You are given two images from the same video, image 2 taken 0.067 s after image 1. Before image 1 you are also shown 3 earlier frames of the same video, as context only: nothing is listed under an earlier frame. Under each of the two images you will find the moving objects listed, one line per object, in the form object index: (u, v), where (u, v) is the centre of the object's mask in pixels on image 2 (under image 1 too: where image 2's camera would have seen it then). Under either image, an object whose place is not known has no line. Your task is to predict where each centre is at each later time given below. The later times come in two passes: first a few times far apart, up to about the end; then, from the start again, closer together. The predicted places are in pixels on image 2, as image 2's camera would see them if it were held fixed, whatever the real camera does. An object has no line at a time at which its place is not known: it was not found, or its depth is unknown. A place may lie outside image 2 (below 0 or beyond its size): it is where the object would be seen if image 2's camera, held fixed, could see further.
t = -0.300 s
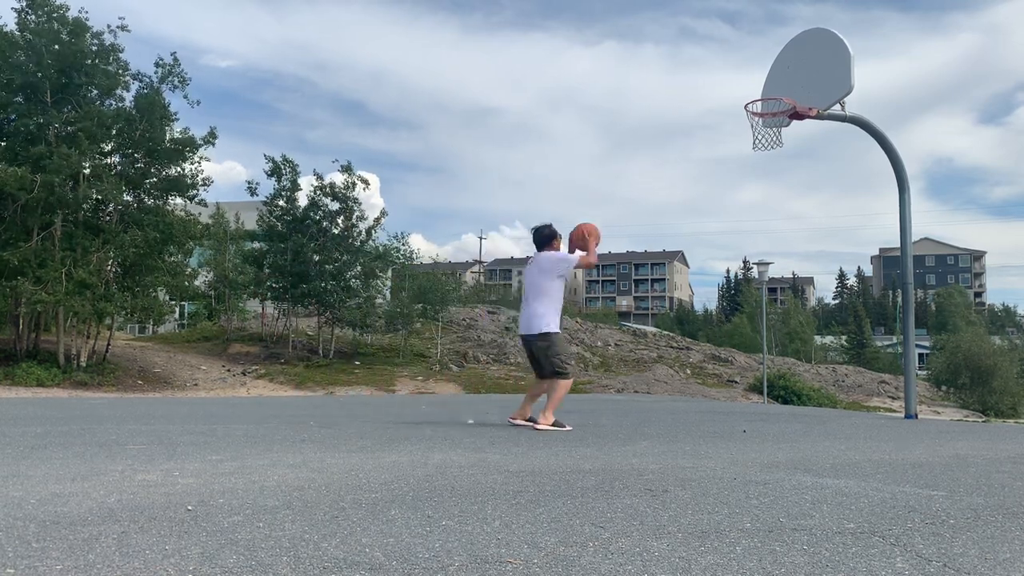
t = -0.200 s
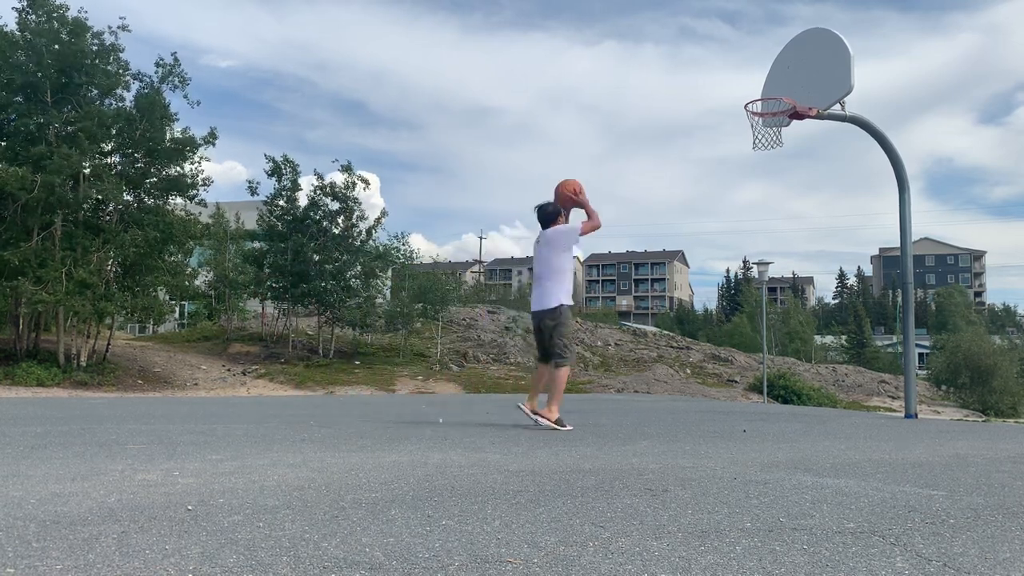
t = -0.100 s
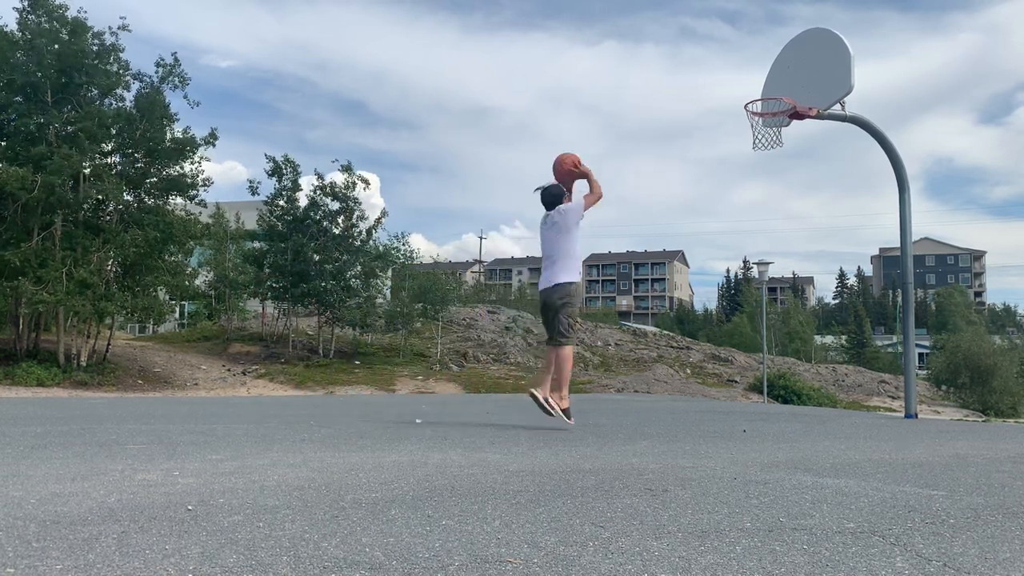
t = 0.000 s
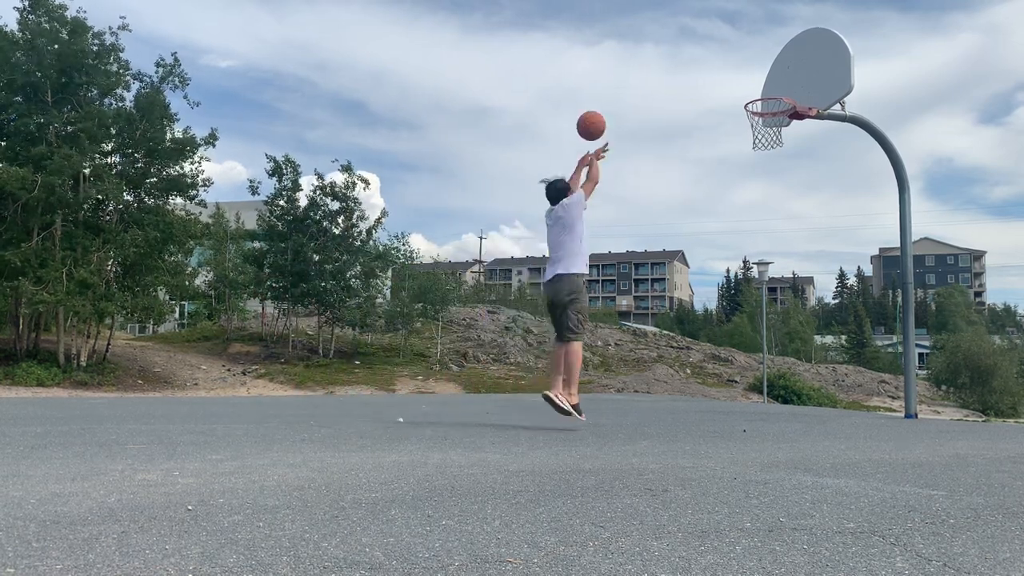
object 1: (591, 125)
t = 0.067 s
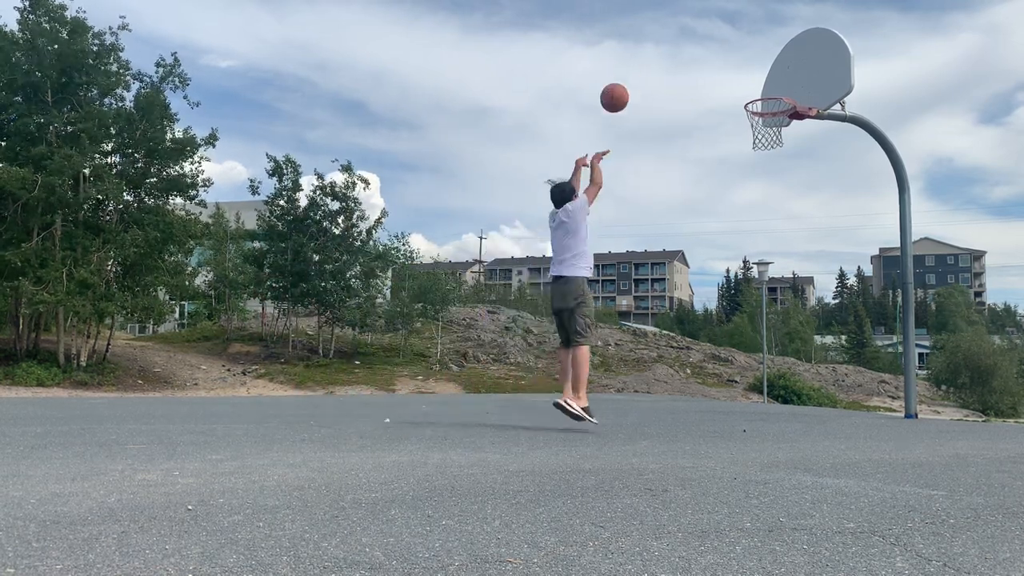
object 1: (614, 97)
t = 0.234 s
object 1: (667, 55)
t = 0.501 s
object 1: (741, 57)
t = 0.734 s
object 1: (784, 95)
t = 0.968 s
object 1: (765, 115)
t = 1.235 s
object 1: (732, 181)
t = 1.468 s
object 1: (703, 282)
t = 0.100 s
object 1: (625, 86)
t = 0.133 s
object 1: (636, 76)
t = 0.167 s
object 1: (647, 68)
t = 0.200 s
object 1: (657, 61)
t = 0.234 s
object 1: (667, 55)
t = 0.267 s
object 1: (677, 51)
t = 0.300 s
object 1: (687, 49)
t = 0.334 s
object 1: (696, 47)
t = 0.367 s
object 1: (705, 47)
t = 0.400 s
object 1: (715, 48)
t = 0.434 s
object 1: (723, 49)
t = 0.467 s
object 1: (732, 53)
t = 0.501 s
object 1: (741, 57)
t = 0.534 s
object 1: (749, 62)
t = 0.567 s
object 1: (757, 69)
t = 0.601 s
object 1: (765, 76)
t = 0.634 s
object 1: (773, 85)
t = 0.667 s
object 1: (779, 89)
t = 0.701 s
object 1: (784, 93)
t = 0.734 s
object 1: (784, 95)
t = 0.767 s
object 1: (781, 95)
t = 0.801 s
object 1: (778, 97)
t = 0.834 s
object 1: (776, 99)
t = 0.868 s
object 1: (773, 101)
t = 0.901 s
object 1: (770, 104)
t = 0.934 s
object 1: (768, 106)
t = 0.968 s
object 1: (765, 115)
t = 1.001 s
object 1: (762, 123)
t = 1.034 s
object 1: (758, 128)
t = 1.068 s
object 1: (754, 135)
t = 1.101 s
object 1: (750, 142)
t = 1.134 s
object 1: (745, 151)
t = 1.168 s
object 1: (741, 160)
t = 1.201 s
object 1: (737, 170)
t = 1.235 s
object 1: (732, 181)
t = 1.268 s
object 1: (728, 193)
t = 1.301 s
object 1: (724, 206)
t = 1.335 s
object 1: (720, 219)
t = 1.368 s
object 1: (716, 234)
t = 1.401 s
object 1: (711, 249)
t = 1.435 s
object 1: (707, 265)
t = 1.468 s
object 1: (703, 282)
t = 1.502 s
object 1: (700, 300)
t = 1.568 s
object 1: (692, 337)
